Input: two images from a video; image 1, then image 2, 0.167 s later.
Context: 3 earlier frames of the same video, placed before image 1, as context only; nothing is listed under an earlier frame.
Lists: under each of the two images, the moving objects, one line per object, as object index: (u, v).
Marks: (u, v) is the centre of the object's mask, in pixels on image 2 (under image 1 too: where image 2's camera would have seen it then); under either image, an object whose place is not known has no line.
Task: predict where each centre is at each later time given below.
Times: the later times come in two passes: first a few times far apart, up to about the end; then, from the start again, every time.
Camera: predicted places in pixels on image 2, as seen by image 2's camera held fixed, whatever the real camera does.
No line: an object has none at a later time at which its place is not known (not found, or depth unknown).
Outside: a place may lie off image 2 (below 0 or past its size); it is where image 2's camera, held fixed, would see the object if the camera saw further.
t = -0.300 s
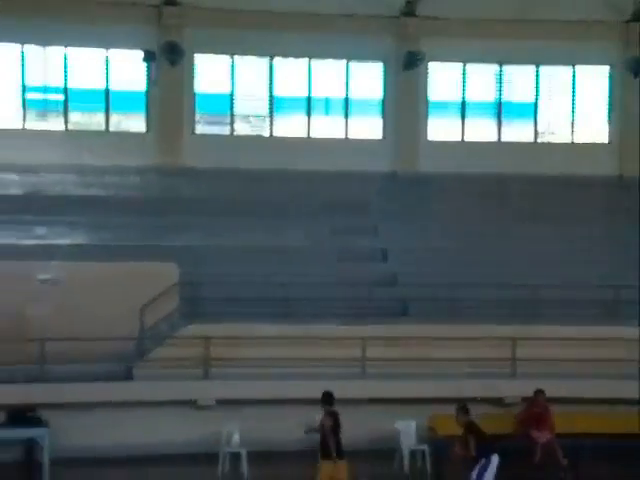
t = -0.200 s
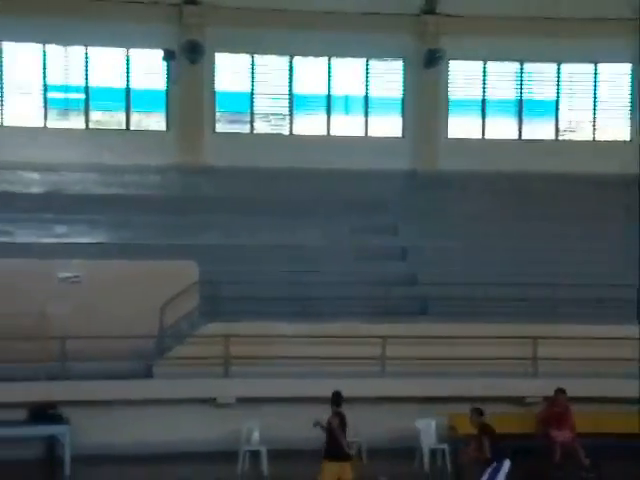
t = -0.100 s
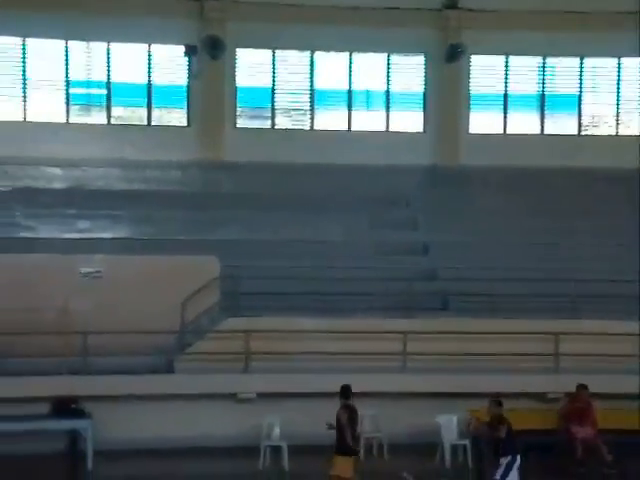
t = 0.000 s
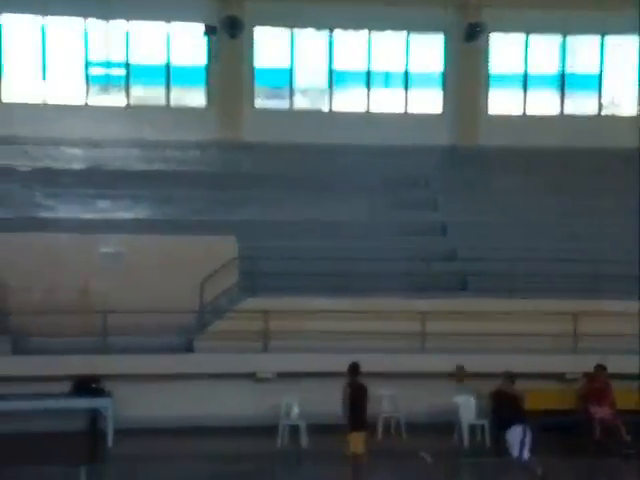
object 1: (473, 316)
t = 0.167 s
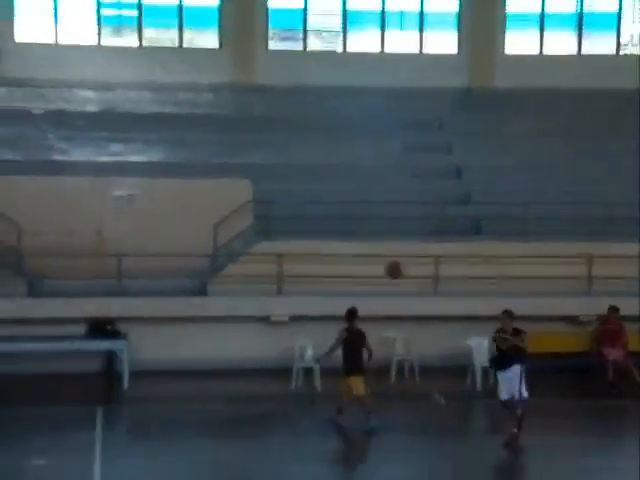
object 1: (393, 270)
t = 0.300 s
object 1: (323, 246)
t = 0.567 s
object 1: (141, 238)
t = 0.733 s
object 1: (-7, 277)
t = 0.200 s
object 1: (377, 262)
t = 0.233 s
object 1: (359, 255)
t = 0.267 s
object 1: (342, 250)
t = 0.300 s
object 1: (323, 246)
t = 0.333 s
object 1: (303, 241)
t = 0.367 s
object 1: (283, 238)
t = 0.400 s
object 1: (260, 235)
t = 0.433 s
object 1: (239, 234)
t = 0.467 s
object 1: (215, 233)
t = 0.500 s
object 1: (191, 233)
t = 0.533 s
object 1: (166, 235)
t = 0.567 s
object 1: (141, 238)
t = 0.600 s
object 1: (114, 243)
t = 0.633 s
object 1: (86, 248)
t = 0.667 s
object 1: (57, 256)
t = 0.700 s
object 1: (27, 265)
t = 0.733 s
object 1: (-7, 277)
